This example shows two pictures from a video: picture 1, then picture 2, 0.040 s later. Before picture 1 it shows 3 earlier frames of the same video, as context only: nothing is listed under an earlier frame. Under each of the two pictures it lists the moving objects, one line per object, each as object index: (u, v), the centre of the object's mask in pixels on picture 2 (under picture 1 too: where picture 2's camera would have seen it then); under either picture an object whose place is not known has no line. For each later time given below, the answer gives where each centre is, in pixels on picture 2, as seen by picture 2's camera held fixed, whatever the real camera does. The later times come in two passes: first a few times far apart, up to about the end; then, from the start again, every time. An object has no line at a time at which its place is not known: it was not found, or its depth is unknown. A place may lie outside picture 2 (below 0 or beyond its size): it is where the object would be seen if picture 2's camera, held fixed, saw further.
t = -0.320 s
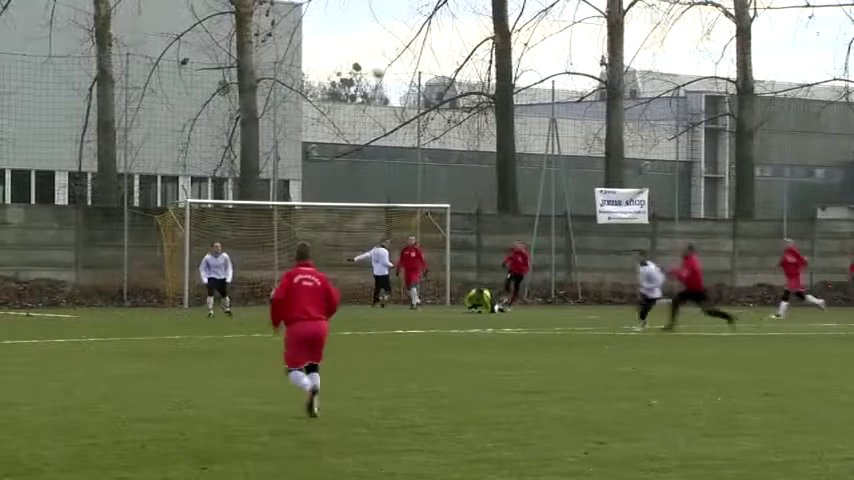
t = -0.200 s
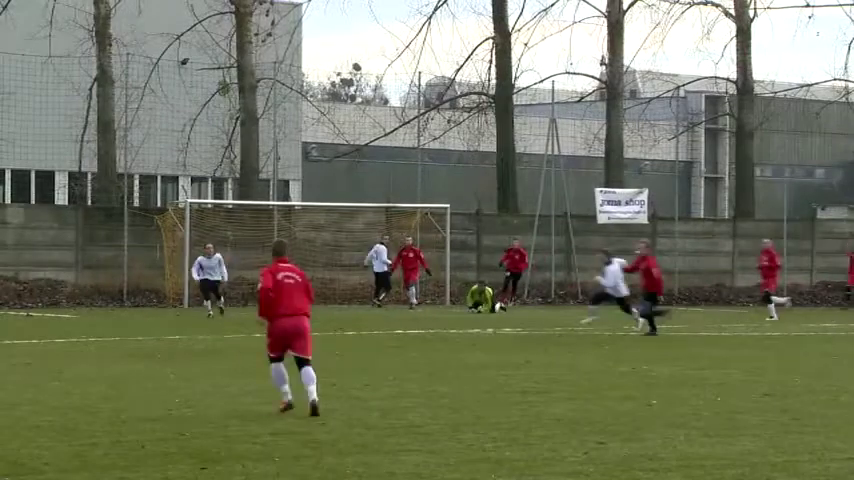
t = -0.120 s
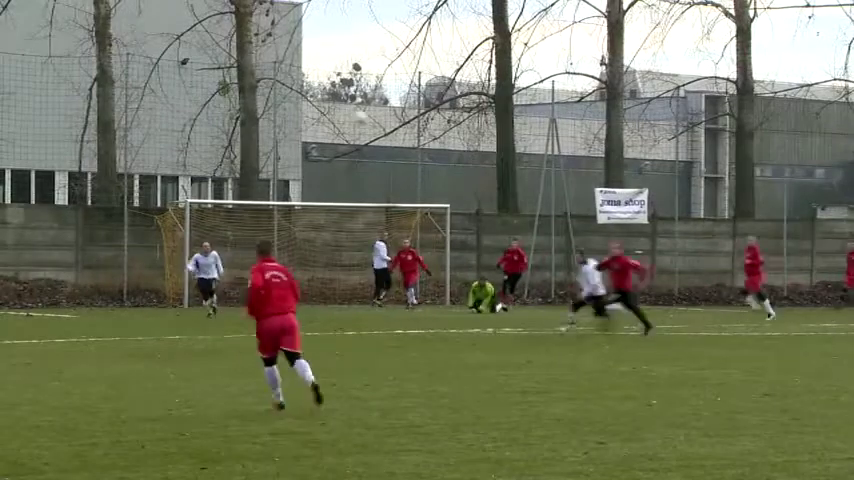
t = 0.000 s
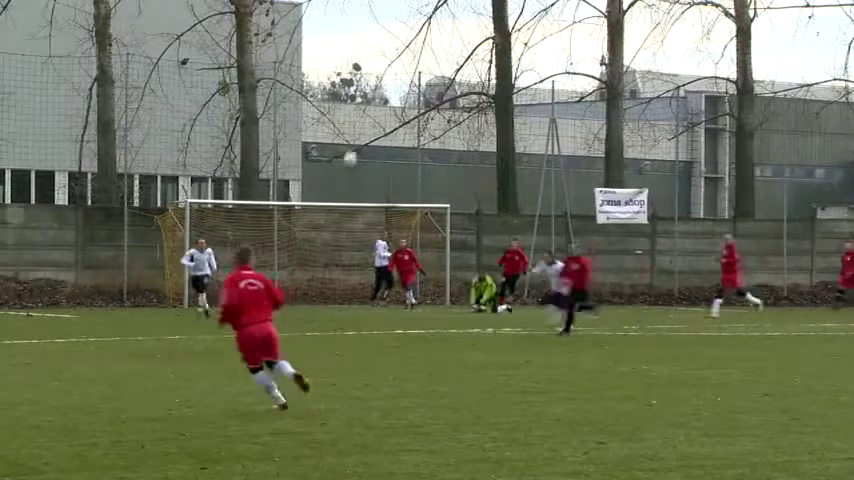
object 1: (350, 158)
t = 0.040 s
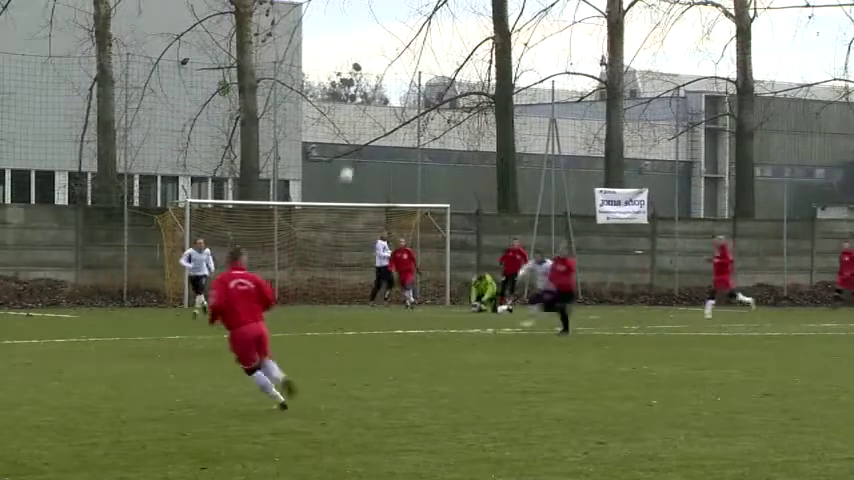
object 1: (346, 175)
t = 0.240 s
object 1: (332, 273)
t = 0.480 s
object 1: (306, 281)
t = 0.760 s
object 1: (266, 216)
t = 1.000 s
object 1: (228, 201)
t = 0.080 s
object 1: (343, 191)
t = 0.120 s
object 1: (340, 211)
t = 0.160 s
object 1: (337, 230)
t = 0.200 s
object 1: (334, 250)
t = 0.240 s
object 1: (332, 273)
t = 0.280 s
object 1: (329, 297)
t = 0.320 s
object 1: (326, 321)
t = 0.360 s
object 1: (322, 324)
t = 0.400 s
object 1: (316, 309)
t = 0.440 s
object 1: (311, 296)
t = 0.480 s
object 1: (306, 281)
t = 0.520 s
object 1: (301, 269)
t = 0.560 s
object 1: (295, 258)
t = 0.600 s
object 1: (289, 247)
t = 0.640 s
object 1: (283, 238)
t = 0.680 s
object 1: (277, 230)
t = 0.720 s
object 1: (272, 223)
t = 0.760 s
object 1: (266, 216)
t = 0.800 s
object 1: (259, 211)
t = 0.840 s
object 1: (253, 208)
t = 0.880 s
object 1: (247, 204)
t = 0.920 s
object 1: (241, 202)
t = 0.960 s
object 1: (235, 201)
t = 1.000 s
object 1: (228, 201)
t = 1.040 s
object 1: (221, 202)
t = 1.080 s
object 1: (215, 205)
